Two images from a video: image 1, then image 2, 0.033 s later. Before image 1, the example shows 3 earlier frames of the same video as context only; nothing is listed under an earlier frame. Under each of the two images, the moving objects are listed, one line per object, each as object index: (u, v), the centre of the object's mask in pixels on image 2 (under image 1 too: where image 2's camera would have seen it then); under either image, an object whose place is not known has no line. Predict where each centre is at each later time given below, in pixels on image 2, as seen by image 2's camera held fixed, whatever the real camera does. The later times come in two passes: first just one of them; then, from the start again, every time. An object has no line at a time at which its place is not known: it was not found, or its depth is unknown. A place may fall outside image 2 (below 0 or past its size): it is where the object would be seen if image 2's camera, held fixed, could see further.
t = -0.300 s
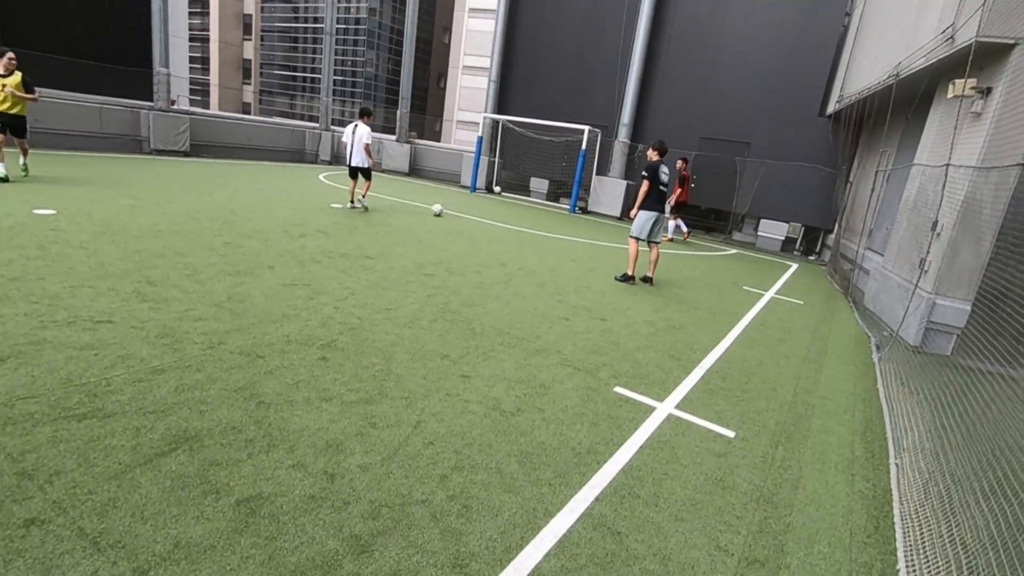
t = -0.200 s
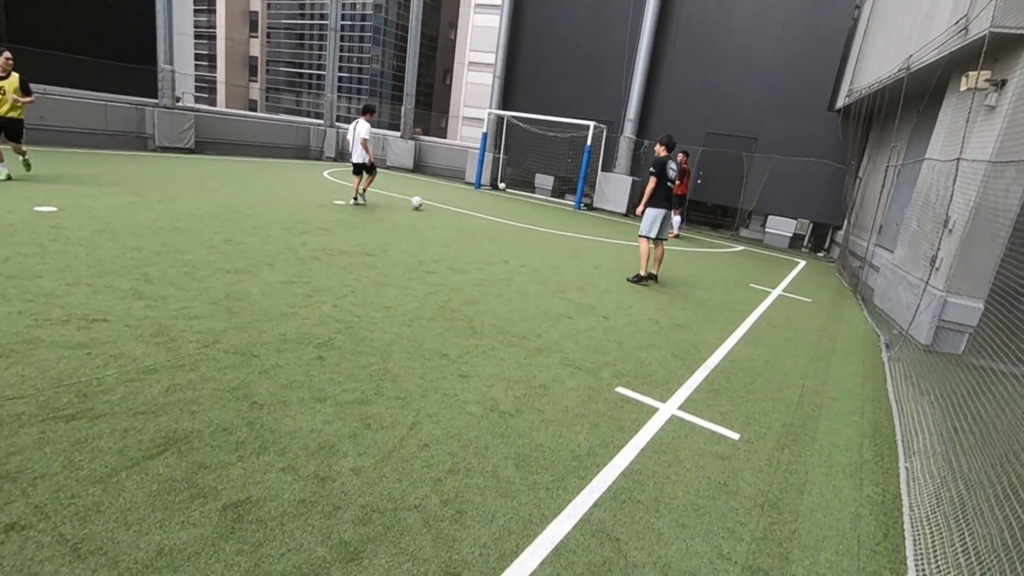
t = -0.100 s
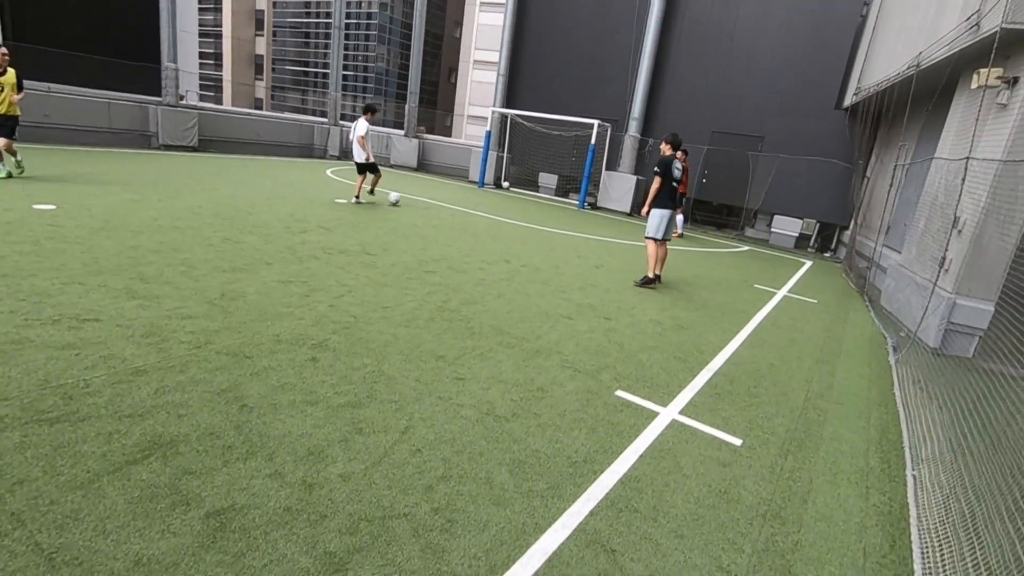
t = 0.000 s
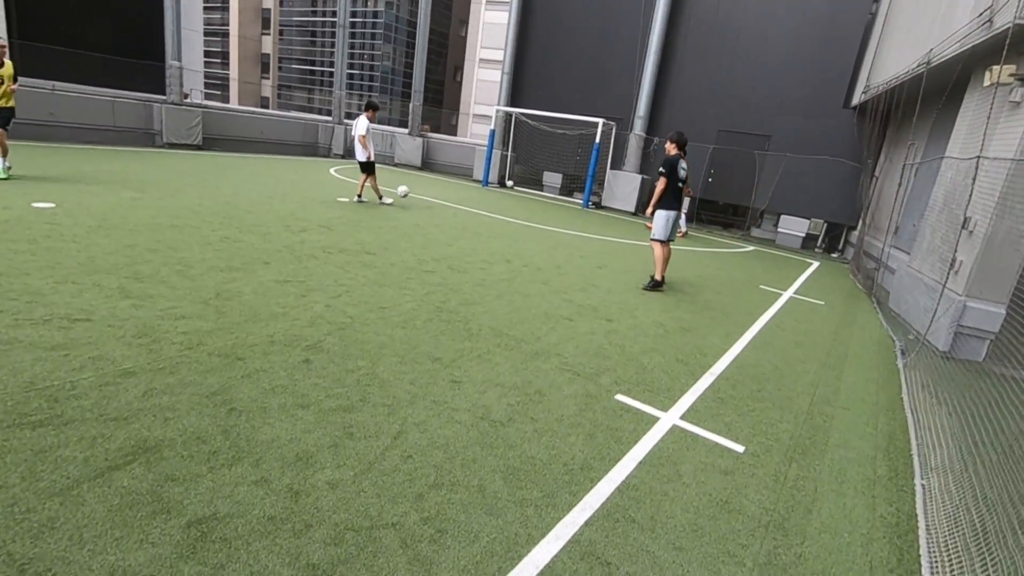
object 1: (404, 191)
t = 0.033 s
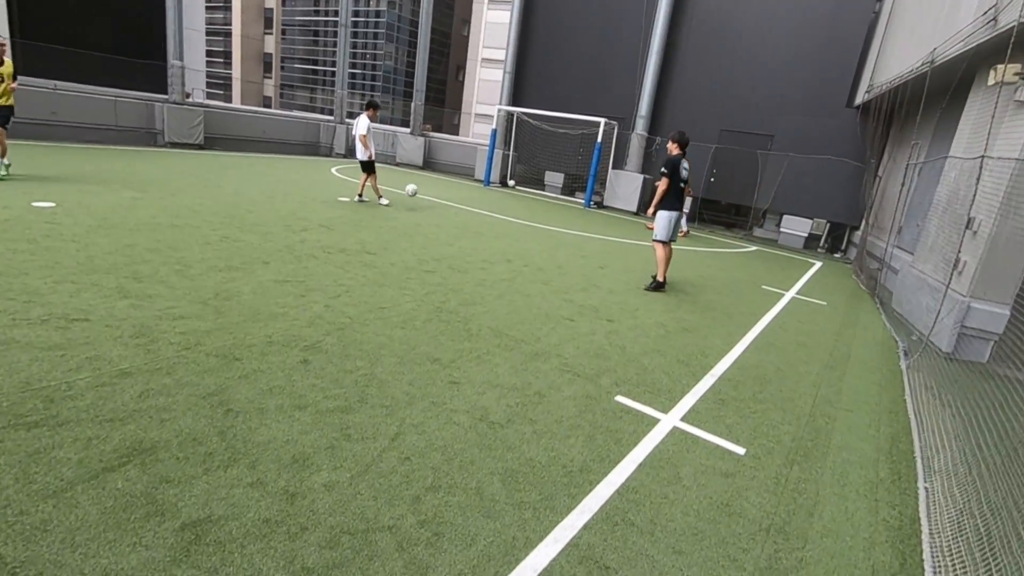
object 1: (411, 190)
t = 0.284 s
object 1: (469, 203)
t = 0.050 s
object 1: (415, 190)
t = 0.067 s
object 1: (419, 190)
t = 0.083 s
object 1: (423, 189)
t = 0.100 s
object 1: (426, 190)
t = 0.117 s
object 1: (430, 190)
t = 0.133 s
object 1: (434, 190)
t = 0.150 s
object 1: (437, 191)
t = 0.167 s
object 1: (441, 192)
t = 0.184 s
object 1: (445, 193)
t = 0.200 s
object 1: (449, 194)
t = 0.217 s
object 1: (452, 196)
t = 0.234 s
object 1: (457, 197)
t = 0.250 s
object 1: (461, 199)
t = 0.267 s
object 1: (465, 201)
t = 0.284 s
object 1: (469, 203)
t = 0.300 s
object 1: (473, 205)
